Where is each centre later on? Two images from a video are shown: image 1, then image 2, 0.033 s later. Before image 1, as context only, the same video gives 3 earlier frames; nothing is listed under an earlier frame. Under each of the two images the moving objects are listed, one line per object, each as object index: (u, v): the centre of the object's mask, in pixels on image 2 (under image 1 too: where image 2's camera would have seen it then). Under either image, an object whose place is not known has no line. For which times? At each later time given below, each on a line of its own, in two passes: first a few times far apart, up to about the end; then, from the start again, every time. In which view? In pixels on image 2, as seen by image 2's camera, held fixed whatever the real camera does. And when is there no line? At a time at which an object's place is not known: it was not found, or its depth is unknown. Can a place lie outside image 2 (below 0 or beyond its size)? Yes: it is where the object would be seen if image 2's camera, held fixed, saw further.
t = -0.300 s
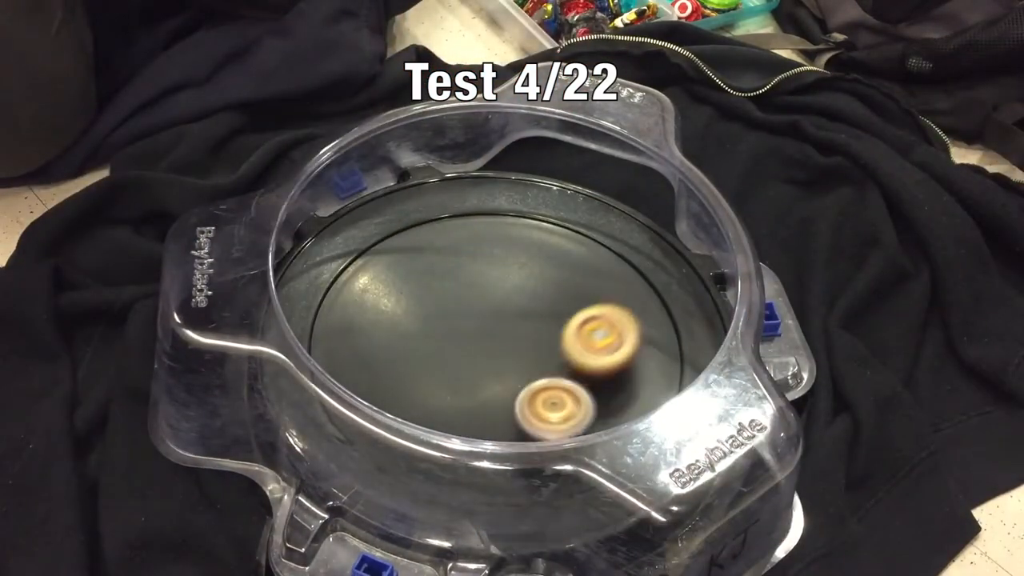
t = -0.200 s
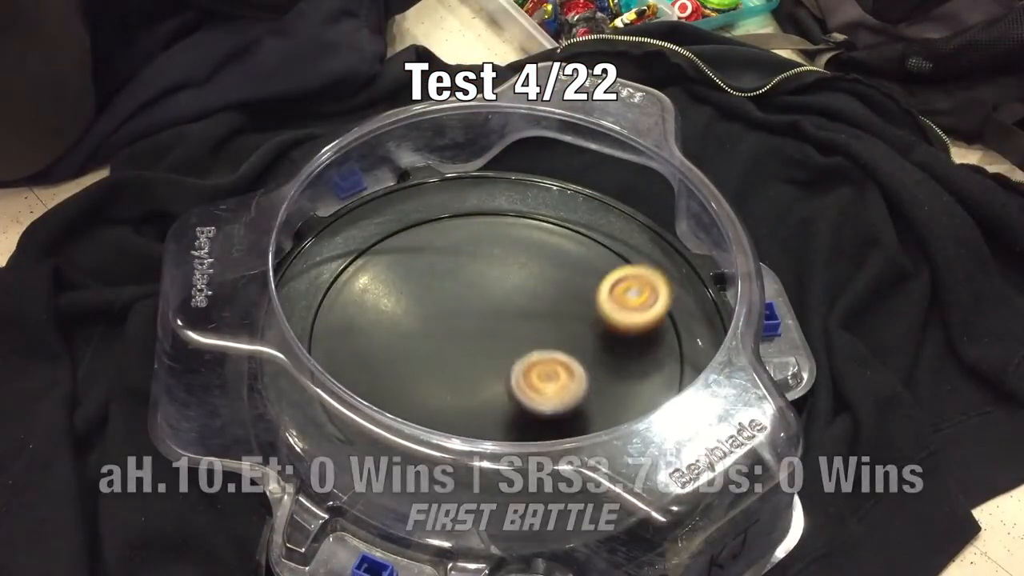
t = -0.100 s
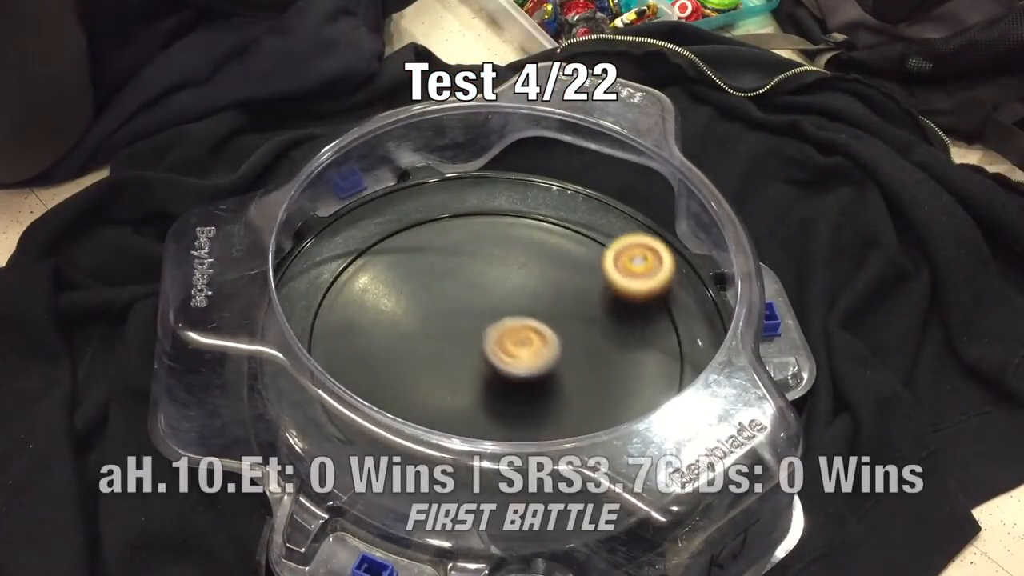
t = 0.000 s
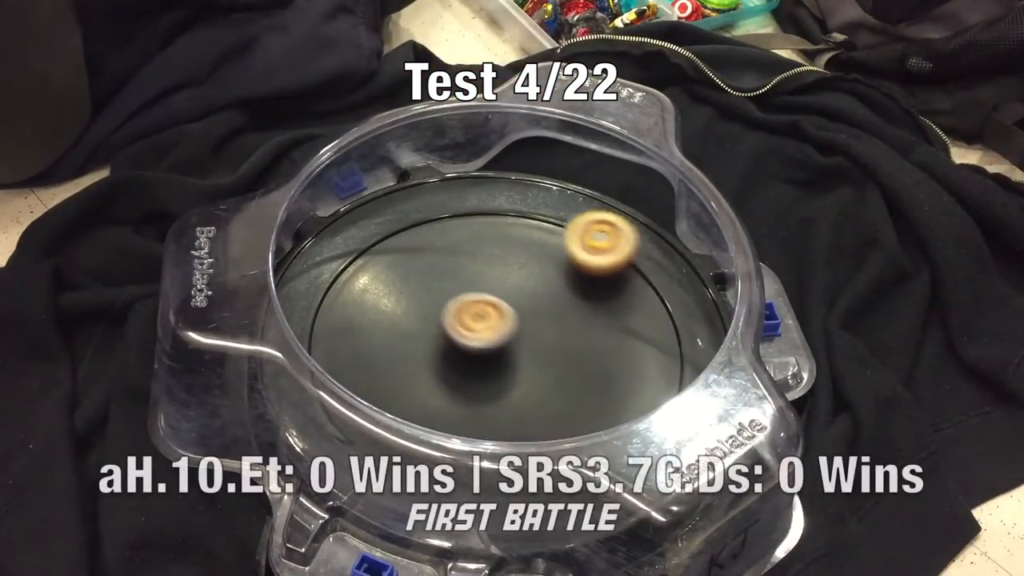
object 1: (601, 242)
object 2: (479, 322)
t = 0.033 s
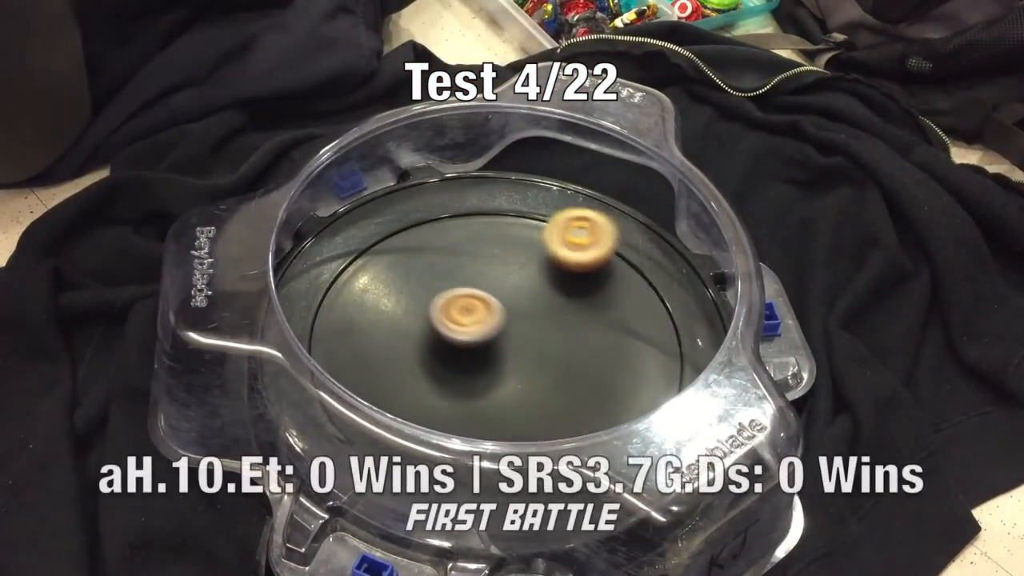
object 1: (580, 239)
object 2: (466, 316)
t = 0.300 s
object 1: (503, 279)
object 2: (322, 359)
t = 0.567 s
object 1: (554, 337)
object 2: (375, 422)
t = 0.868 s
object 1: (599, 308)
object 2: (525, 355)
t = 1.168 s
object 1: (530, 294)
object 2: (452, 278)
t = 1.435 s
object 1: (557, 393)
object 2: (337, 291)
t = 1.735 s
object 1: (639, 398)
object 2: (487, 366)
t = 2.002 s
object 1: (611, 365)
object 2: (591, 299)
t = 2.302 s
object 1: (437, 348)
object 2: (510, 236)
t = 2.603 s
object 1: (399, 423)
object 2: (428, 308)
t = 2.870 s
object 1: (521, 443)
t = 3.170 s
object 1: (420, 403)
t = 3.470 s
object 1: (404, 355)
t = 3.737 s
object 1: (275, 318)
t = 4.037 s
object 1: (425, 339)
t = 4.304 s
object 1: (408, 193)
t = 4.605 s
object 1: (420, 325)
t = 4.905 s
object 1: (443, 356)
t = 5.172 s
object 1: (472, 272)
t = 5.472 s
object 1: (483, 262)
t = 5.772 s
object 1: (553, 289)
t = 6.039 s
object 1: (628, 288)
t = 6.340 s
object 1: (660, 323)
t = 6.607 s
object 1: (615, 368)
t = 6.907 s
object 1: (498, 386)
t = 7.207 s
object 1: (409, 384)
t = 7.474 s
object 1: (392, 362)
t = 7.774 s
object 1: (411, 305)
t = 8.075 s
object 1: (457, 272)
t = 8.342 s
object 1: (517, 264)
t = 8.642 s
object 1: (574, 290)
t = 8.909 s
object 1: (590, 333)
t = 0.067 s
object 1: (559, 239)
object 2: (455, 312)
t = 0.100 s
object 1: (536, 243)
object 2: (444, 309)
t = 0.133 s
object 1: (513, 250)
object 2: (434, 309)
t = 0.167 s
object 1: (488, 263)
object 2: (426, 310)
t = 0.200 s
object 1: (478, 270)
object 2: (409, 318)
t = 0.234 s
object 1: (488, 270)
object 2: (372, 333)
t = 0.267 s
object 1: (496, 273)
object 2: (346, 346)
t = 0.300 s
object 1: (503, 279)
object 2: (322, 359)
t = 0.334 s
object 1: (507, 287)
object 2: (312, 369)
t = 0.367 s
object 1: (510, 296)
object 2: (304, 389)
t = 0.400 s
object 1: (515, 304)
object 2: (302, 399)
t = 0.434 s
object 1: (522, 313)
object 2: (310, 409)
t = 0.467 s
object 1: (529, 321)
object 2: (324, 413)
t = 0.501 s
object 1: (537, 327)
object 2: (340, 415)
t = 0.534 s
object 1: (545, 333)
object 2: (356, 419)
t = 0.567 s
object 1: (554, 337)
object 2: (375, 422)
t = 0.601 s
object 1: (563, 340)
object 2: (408, 410)
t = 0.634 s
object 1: (571, 341)
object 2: (425, 412)
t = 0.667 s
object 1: (579, 340)
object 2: (444, 413)
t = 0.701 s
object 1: (585, 338)
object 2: (462, 412)
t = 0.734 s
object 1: (590, 334)
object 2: (480, 407)
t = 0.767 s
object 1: (594, 328)
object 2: (496, 397)
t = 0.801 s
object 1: (597, 322)
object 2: (509, 385)
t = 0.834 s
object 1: (599, 315)
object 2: (519, 370)
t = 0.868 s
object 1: (599, 308)
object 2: (525, 355)
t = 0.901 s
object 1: (598, 302)
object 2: (528, 340)
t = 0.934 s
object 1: (595, 296)
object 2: (528, 326)
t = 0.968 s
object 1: (594, 291)
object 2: (521, 315)
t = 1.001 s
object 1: (592, 287)
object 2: (511, 305)
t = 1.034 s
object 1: (585, 285)
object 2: (500, 295)
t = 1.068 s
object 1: (576, 284)
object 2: (488, 288)
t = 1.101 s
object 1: (564, 285)
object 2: (476, 282)
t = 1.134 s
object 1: (548, 287)
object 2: (464, 279)
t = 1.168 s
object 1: (530, 294)
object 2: (452, 278)
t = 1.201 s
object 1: (528, 305)
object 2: (428, 272)
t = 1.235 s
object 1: (529, 319)
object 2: (403, 268)
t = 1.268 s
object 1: (531, 334)
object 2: (383, 265)
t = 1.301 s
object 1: (534, 347)
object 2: (366, 266)
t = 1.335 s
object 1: (538, 362)
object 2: (353, 269)
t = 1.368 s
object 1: (544, 374)
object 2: (344, 274)
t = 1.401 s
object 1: (550, 385)
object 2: (339, 282)
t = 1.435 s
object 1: (557, 393)
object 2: (337, 291)
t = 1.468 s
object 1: (566, 400)
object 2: (339, 302)
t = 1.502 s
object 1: (574, 403)
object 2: (346, 314)
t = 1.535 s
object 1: (583, 405)
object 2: (358, 326)
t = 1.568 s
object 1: (592, 405)
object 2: (374, 339)
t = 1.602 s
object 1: (602, 404)
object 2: (392, 350)
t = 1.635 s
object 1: (612, 403)
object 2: (414, 359)
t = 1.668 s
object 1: (621, 402)
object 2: (437, 364)
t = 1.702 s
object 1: (630, 401)
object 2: (462, 366)
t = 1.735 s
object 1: (639, 398)
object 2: (487, 366)
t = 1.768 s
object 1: (646, 394)
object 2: (509, 363)
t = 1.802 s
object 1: (646, 389)
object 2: (531, 358)
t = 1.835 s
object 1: (644, 385)
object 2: (550, 350)
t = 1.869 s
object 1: (641, 380)
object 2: (565, 341)
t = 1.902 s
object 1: (637, 376)
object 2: (576, 330)
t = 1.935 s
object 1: (629, 372)
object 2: (584, 319)
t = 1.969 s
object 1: (621, 368)
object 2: (589, 308)
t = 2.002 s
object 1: (611, 365)
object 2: (591, 299)
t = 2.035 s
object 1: (598, 359)
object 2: (589, 289)
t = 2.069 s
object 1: (584, 354)
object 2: (585, 277)
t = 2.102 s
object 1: (568, 348)
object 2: (579, 269)
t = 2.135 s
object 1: (547, 344)
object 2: (571, 259)
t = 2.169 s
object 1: (526, 341)
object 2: (561, 251)
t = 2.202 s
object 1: (503, 340)
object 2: (550, 243)
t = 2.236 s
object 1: (480, 341)
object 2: (537, 239)
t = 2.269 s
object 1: (458, 344)
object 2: (524, 236)
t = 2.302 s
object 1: (437, 348)
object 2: (510, 236)
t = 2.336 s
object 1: (420, 354)
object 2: (496, 236)
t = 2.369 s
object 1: (405, 361)
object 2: (482, 240)
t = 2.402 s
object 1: (394, 368)
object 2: (469, 246)
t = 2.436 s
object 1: (387, 376)
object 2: (457, 252)
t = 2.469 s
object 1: (384, 382)
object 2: (446, 261)
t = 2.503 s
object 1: (383, 390)
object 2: (436, 271)
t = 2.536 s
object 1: (384, 403)
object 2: (430, 283)
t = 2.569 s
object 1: (389, 414)
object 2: (426, 295)
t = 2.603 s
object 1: (399, 423)
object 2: (428, 308)
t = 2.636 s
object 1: (411, 431)
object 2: (432, 322)
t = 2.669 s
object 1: (426, 438)
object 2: (441, 334)
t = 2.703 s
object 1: (442, 445)
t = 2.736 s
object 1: (463, 457)
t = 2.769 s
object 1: (474, 462)
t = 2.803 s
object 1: (486, 462)
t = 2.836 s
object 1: (497, 456)
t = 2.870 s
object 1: (521, 443)
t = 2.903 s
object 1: (538, 430)
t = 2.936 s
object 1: (553, 427)
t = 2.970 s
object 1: (556, 416)
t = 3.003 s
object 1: (533, 413)
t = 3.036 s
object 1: (506, 417)
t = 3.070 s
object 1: (479, 417)
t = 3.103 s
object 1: (456, 414)
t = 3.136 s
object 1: (436, 409)
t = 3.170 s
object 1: (420, 403)
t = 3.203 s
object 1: (406, 397)
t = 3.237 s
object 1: (396, 391)
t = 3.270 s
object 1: (388, 385)
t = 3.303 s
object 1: (385, 381)
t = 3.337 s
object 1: (383, 376)
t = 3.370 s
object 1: (384, 371)
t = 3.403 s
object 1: (388, 366)
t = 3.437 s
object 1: (395, 360)
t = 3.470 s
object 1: (404, 355)
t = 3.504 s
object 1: (401, 348)
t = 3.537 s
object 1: (361, 344)
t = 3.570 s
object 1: (333, 335)
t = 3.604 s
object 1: (310, 324)
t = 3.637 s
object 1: (296, 319)
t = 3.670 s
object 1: (284, 319)
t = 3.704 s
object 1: (278, 316)
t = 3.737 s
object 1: (275, 318)
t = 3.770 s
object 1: (279, 318)
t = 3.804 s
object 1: (287, 319)
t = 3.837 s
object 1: (299, 320)
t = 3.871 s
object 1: (318, 322)
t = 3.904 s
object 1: (328, 327)
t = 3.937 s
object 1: (347, 331)
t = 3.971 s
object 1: (370, 335)
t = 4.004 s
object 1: (396, 337)
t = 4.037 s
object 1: (425, 339)
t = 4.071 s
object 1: (453, 339)
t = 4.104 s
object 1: (482, 337)
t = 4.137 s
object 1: (488, 321)
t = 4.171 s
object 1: (471, 293)
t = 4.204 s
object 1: (455, 263)
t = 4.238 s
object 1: (438, 237)
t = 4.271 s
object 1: (422, 210)
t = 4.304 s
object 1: (408, 193)
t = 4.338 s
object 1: (401, 193)
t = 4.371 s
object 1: (399, 202)
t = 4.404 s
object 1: (398, 213)
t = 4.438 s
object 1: (397, 229)
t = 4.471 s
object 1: (398, 246)
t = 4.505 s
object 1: (400, 264)
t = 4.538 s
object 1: (404, 284)
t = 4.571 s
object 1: (411, 304)
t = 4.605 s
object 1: (420, 325)
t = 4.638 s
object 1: (431, 344)
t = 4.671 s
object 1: (444, 361)
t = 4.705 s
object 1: (441, 369)
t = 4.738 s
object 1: (437, 372)
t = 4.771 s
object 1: (434, 373)
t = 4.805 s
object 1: (434, 373)
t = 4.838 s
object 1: (436, 369)
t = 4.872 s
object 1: (439, 363)
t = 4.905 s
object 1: (443, 356)
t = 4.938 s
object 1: (448, 346)
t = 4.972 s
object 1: (454, 336)
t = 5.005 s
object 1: (459, 324)
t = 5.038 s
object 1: (462, 313)
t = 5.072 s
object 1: (465, 301)
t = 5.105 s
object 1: (468, 290)
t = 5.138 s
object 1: (470, 280)
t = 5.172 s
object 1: (472, 272)
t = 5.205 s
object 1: (473, 265)
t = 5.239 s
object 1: (474, 260)
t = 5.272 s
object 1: (475, 257)
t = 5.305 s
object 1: (476, 254)
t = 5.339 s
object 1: (477, 253)
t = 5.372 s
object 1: (478, 254)
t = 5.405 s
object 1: (480, 256)
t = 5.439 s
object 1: (481, 259)
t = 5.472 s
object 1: (483, 262)
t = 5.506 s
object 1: (485, 267)
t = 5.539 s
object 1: (488, 273)
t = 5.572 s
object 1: (491, 278)
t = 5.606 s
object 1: (496, 285)
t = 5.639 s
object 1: (502, 291)
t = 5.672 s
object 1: (512, 295)
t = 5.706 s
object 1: (527, 293)
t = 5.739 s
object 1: (541, 291)
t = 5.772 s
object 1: (553, 289)
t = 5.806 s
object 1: (564, 288)
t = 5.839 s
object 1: (574, 286)
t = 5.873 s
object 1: (583, 285)
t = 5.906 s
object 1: (592, 284)
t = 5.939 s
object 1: (601, 284)
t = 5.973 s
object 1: (610, 284)
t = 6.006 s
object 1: (619, 285)
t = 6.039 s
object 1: (628, 288)
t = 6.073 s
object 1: (636, 291)
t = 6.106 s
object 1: (643, 295)
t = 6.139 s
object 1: (649, 298)
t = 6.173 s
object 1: (653, 302)
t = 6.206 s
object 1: (657, 305)
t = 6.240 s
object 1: (659, 309)
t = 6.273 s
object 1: (660, 313)
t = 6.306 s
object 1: (661, 318)
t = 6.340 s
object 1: (660, 323)
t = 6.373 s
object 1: (658, 328)
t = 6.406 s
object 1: (655, 334)
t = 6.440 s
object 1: (651, 340)
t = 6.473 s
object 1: (646, 346)
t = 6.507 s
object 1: (640, 352)
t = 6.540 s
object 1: (633, 358)
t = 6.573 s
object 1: (625, 363)
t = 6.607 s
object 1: (615, 368)
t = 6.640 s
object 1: (605, 372)
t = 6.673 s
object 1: (593, 376)
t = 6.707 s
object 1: (581, 378)
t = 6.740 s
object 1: (568, 380)
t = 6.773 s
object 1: (554, 381)
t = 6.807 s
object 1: (539, 382)
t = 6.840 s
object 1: (525, 384)
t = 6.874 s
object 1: (511, 385)
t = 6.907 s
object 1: (498, 386)
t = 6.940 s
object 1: (484, 387)
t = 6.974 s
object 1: (472, 388)
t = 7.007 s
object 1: (460, 388)
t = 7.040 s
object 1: (450, 388)
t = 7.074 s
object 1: (440, 388)
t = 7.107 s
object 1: (430, 388)
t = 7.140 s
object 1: (422, 387)
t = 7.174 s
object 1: (415, 386)
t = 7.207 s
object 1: (409, 384)
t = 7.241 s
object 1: (403, 382)
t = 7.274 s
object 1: (398, 380)
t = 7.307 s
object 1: (394, 378)
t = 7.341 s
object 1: (391, 375)
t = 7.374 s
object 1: (389, 373)
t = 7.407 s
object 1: (389, 369)
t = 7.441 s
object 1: (390, 366)
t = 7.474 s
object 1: (392, 362)
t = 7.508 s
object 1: (396, 358)
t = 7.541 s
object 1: (400, 353)
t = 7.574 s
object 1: (405, 348)
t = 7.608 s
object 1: (410, 343)
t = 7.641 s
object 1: (407, 333)
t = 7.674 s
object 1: (406, 325)
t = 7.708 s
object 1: (406, 318)
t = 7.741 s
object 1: (408, 311)
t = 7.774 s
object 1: (411, 305)
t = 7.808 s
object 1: (414, 300)
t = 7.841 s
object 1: (418, 295)
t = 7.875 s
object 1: (422, 291)
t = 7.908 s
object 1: (428, 287)
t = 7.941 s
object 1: (433, 284)
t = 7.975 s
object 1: (438, 280)
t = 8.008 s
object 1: (444, 277)
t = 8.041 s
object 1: (450, 274)
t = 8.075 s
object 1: (457, 272)
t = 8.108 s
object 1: (464, 272)
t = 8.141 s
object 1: (471, 271)
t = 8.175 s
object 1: (477, 271)
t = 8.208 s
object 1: (486, 270)
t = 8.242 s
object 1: (493, 266)
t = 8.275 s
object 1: (501, 265)
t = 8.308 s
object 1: (509, 264)
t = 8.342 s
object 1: (517, 264)
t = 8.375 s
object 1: (524, 265)
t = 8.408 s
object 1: (531, 267)
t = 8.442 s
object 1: (538, 269)
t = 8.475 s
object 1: (545, 272)
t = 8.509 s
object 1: (551, 275)
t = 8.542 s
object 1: (557, 278)
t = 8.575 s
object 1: (563, 282)
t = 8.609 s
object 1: (569, 286)
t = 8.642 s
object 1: (574, 290)
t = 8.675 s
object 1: (579, 295)
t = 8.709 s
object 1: (583, 300)
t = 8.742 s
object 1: (587, 305)
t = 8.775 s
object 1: (589, 310)
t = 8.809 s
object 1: (591, 315)
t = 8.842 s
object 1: (591, 321)
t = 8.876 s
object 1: (591, 327)
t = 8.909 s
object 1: (590, 333)
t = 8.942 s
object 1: (587, 340)
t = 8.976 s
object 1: (583, 346)
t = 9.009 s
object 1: (578, 353)
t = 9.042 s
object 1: (573, 359)
